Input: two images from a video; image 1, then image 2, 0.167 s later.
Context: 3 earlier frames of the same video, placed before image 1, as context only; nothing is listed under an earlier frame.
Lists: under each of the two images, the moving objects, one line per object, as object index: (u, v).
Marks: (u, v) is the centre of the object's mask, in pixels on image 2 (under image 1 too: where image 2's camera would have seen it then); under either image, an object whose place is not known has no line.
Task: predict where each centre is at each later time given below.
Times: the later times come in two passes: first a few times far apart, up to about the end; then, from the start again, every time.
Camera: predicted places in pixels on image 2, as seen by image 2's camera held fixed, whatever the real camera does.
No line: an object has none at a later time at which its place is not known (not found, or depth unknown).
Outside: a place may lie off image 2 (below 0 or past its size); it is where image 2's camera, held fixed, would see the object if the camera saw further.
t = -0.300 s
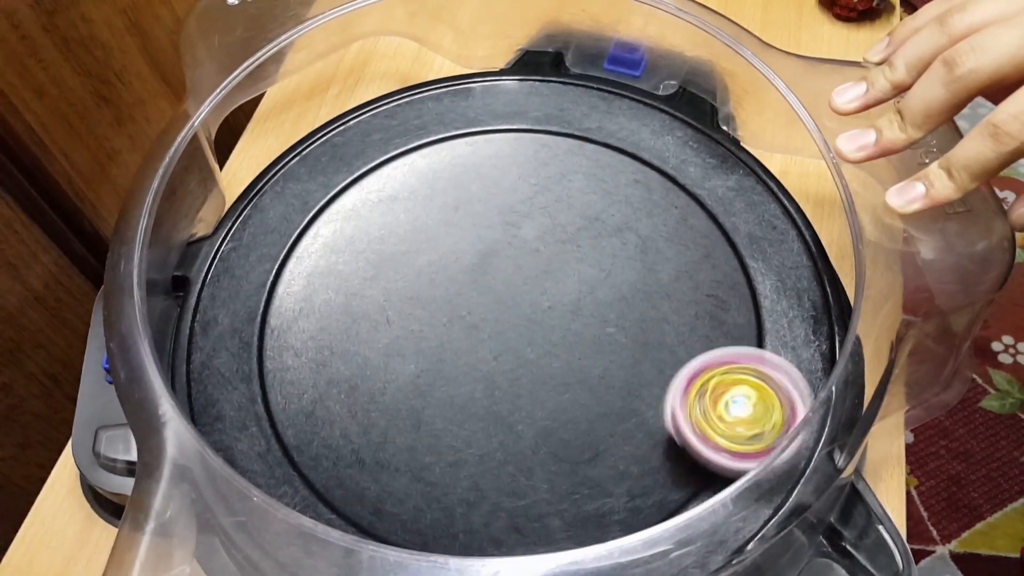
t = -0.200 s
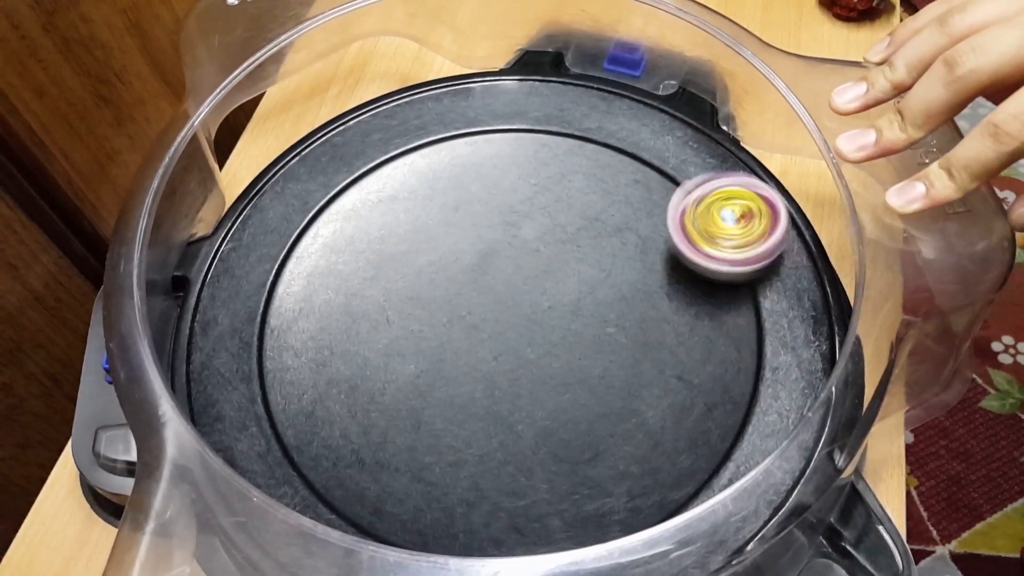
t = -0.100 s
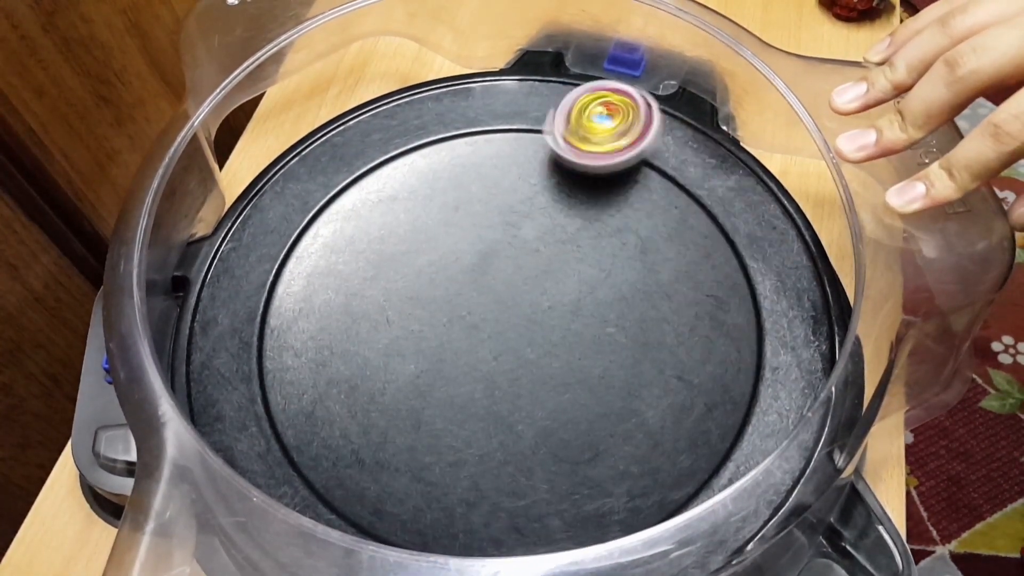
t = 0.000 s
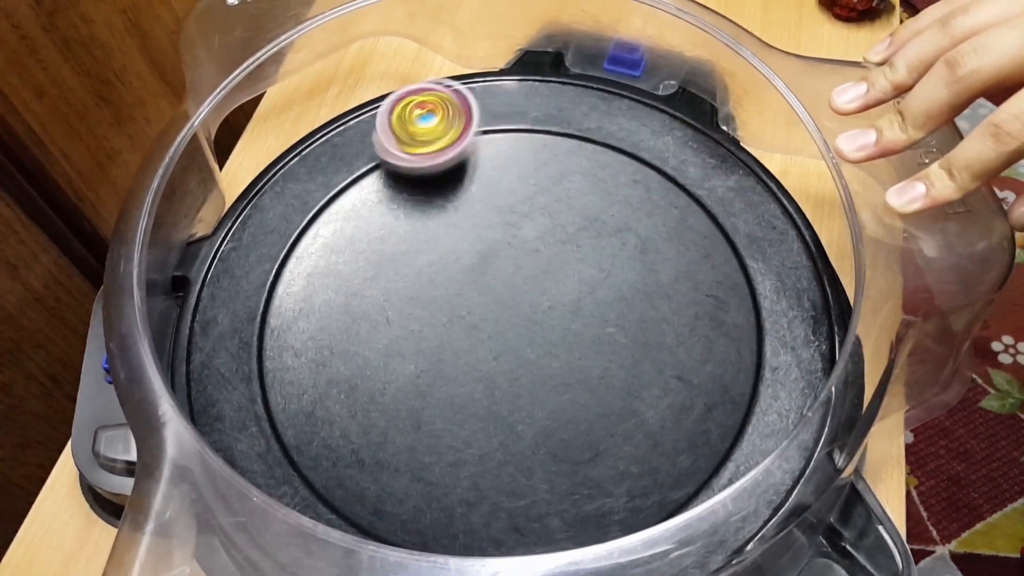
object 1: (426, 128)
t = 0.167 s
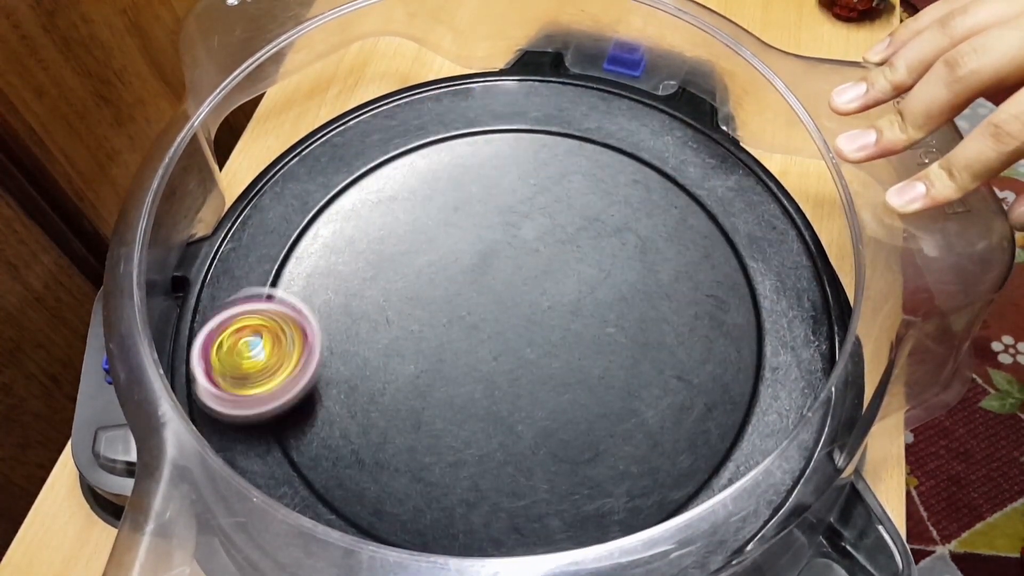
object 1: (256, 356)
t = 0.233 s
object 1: (321, 462)
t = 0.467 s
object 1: (751, 348)
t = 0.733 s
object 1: (499, 131)
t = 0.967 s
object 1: (271, 410)
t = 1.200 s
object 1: (720, 425)
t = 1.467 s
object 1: (499, 113)
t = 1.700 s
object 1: (264, 379)
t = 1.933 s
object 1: (702, 453)
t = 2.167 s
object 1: (624, 135)
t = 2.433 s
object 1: (278, 299)
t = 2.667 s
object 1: (565, 497)
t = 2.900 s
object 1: (723, 219)
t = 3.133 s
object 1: (397, 157)
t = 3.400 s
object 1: (380, 466)
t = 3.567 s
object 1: (632, 450)
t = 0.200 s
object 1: (278, 416)
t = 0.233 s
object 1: (321, 462)
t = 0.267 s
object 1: (418, 507)
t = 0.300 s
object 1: (491, 517)
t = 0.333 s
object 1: (564, 510)
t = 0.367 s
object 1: (635, 503)
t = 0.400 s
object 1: (680, 460)
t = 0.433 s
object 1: (738, 396)
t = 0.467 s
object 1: (751, 348)
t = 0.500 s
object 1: (754, 302)
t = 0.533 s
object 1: (740, 256)
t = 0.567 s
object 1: (702, 206)
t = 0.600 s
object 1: (673, 178)
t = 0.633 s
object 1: (635, 157)
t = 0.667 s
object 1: (593, 143)
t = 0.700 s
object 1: (549, 133)
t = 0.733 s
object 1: (499, 131)
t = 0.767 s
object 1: (426, 146)
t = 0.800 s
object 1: (383, 165)
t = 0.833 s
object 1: (341, 192)
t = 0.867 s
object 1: (306, 228)
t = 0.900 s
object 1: (277, 273)
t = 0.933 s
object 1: (260, 354)
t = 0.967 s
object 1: (271, 410)
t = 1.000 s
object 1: (314, 457)
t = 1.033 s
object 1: (370, 489)
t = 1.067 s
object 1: (471, 516)
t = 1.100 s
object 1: (543, 514)
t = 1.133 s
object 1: (612, 497)
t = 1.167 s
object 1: (671, 465)
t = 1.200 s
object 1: (720, 425)
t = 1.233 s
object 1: (747, 373)
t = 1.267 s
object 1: (753, 290)
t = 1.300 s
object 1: (740, 241)
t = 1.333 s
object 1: (709, 199)
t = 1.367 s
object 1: (672, 161)
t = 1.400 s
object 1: (627, 137)
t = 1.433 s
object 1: (550, 116)
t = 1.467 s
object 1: (499, 113)
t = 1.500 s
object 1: (446, 122)
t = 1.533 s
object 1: (397, 139)
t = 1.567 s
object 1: (329, 180)
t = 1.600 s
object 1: (294, 219)
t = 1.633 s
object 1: (267, 269)
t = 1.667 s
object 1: (259, 323)
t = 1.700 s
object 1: (264, 379)
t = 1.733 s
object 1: (291, 431)
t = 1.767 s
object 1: (360, 485)
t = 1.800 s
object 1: (424, 507)
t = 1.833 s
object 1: (487, 516)
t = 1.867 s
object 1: (554, 511)
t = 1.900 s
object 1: (618, 495)
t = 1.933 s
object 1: (702, 453)
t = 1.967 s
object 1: (734, 408)
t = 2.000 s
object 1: (753, 356)
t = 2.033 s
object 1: (755, 301)
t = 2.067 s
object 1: (732, 232)
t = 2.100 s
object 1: (701, 190)
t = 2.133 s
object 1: (667, 158)
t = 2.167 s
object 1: (624, 135)
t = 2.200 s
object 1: (574, 121)
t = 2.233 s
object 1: (501, 116)
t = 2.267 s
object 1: (452, 122)
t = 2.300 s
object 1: (409, 138)
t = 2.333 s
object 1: (365, 162)
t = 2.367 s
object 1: (329, 193)
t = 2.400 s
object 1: (302, 230)
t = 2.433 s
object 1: (278, 299)
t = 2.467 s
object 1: (278, 349)
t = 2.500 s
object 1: (294, 397)
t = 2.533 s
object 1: (323, 442)
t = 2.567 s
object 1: (394, 486)
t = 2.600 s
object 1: (448, 502)
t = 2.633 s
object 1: (506, 506)
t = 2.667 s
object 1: (565, 497)
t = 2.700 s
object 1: (622, 480)
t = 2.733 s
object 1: (691, 437)
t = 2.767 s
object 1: (724, 397)
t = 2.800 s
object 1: (742, 351)
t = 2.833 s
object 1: (747, 304)
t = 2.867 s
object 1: (740, 260)
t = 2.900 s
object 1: (723, 219)
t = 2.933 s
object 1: (680, 172)
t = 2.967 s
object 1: (641, 147)
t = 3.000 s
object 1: (597, 130)
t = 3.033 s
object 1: (552, 121)
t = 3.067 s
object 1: (506, 120)
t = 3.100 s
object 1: (440, 136)
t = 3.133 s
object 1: (397, 157)
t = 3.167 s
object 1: (360, 182)
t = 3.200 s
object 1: (331, 214)
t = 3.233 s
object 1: (300, 271)
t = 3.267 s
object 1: (293, 313)
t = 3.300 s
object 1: (299, 355)
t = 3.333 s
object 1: (316, 399)
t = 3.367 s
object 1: (344, 436)
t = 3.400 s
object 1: (380, 466)
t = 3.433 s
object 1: (445, 488)
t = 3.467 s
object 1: (495, 493)
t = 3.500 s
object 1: (543, 487)
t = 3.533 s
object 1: (591, 473)
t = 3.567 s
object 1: (632, 450)
